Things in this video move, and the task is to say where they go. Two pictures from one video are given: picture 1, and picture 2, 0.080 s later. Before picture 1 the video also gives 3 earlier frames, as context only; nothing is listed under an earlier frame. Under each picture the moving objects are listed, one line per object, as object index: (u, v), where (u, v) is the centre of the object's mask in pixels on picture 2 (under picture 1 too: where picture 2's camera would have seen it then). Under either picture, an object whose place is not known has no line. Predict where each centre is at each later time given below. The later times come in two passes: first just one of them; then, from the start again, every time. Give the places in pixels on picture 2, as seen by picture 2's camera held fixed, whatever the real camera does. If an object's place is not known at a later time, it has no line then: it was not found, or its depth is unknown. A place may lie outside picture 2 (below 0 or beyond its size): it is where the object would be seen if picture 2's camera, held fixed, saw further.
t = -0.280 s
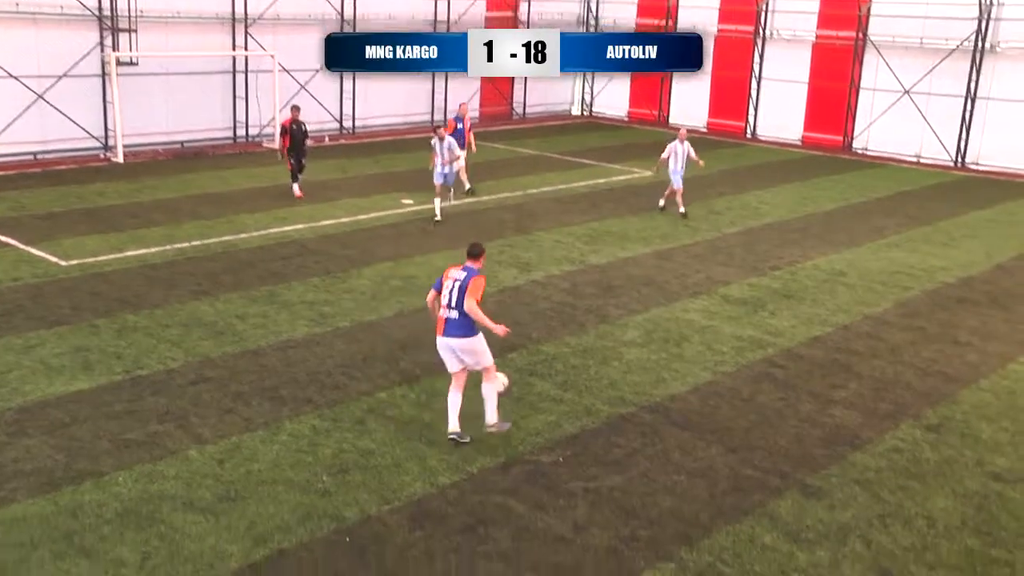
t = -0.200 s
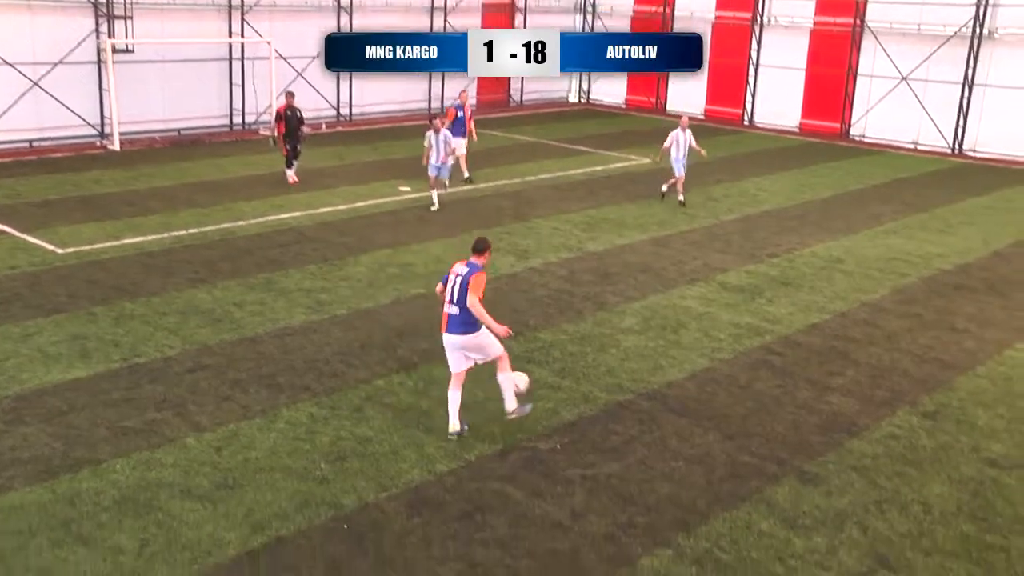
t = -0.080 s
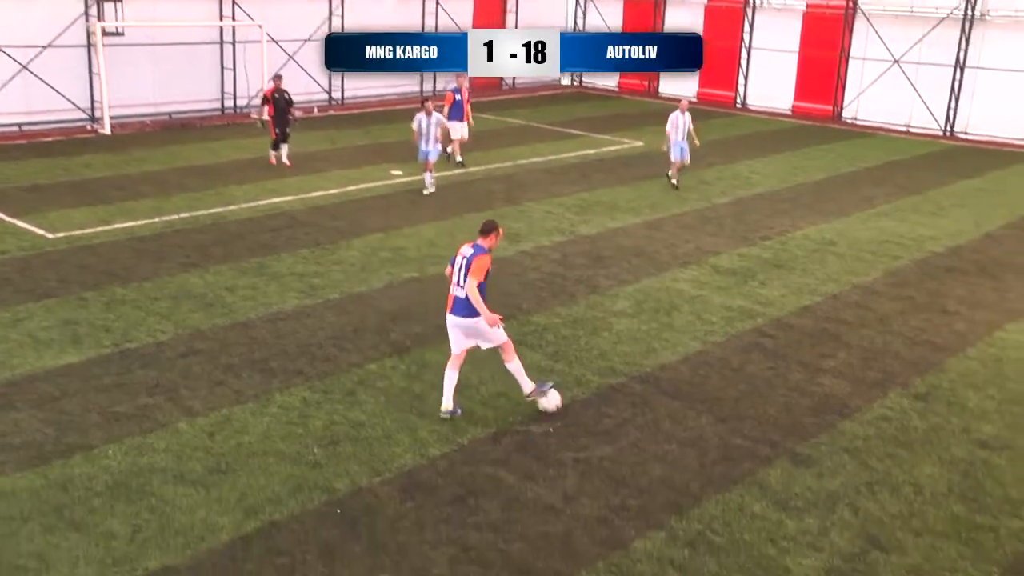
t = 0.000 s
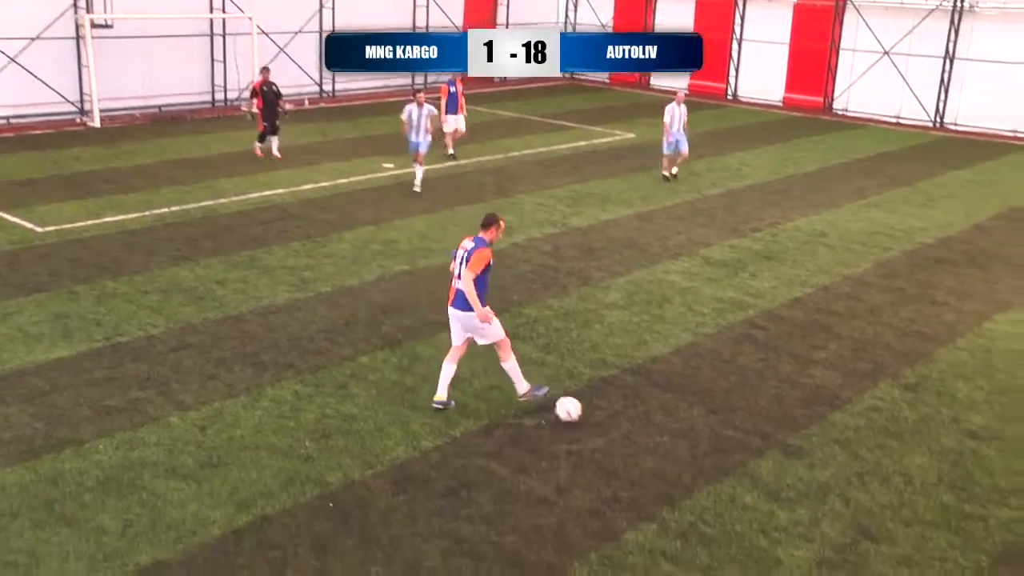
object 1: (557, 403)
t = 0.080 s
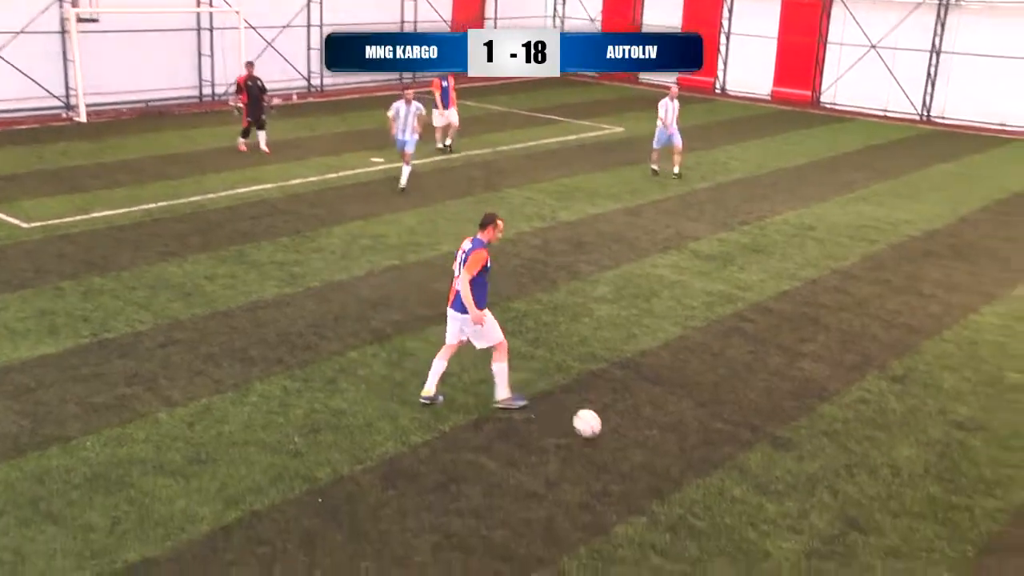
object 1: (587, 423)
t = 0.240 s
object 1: (653, 472)
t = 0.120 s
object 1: (602, 436)
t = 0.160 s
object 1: (618, 449)
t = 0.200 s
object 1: (636, 459)
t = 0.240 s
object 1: (653, 472)
